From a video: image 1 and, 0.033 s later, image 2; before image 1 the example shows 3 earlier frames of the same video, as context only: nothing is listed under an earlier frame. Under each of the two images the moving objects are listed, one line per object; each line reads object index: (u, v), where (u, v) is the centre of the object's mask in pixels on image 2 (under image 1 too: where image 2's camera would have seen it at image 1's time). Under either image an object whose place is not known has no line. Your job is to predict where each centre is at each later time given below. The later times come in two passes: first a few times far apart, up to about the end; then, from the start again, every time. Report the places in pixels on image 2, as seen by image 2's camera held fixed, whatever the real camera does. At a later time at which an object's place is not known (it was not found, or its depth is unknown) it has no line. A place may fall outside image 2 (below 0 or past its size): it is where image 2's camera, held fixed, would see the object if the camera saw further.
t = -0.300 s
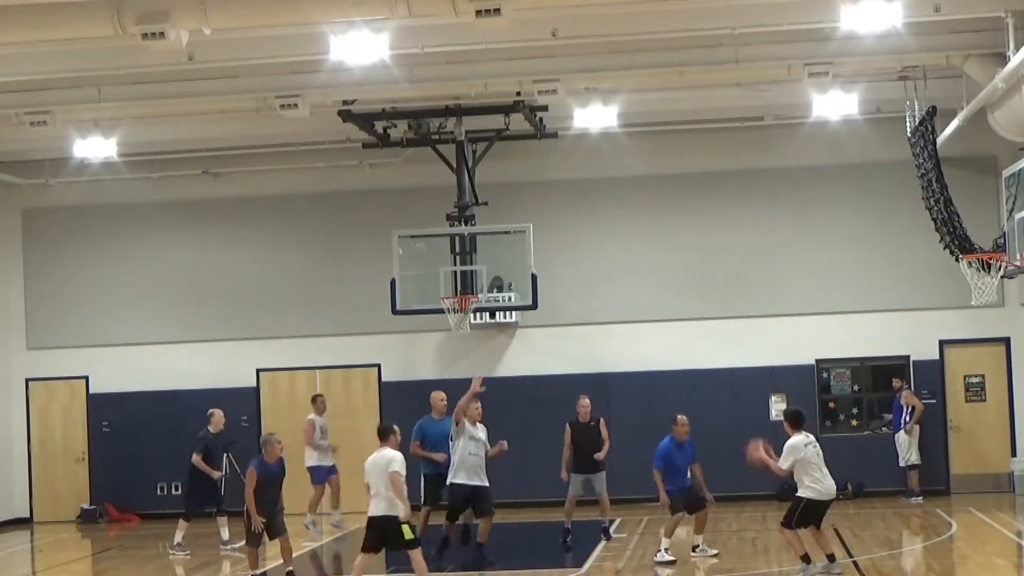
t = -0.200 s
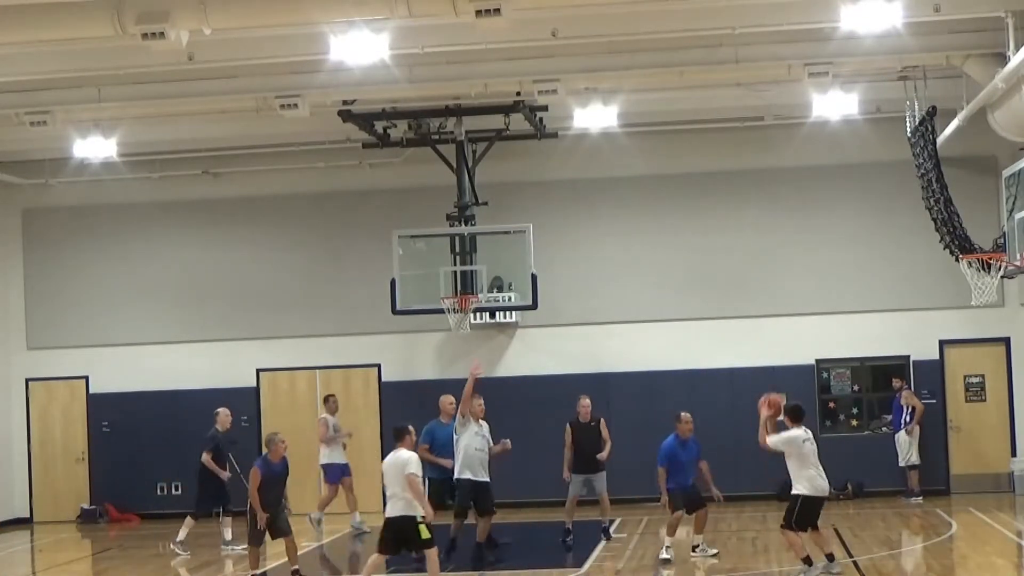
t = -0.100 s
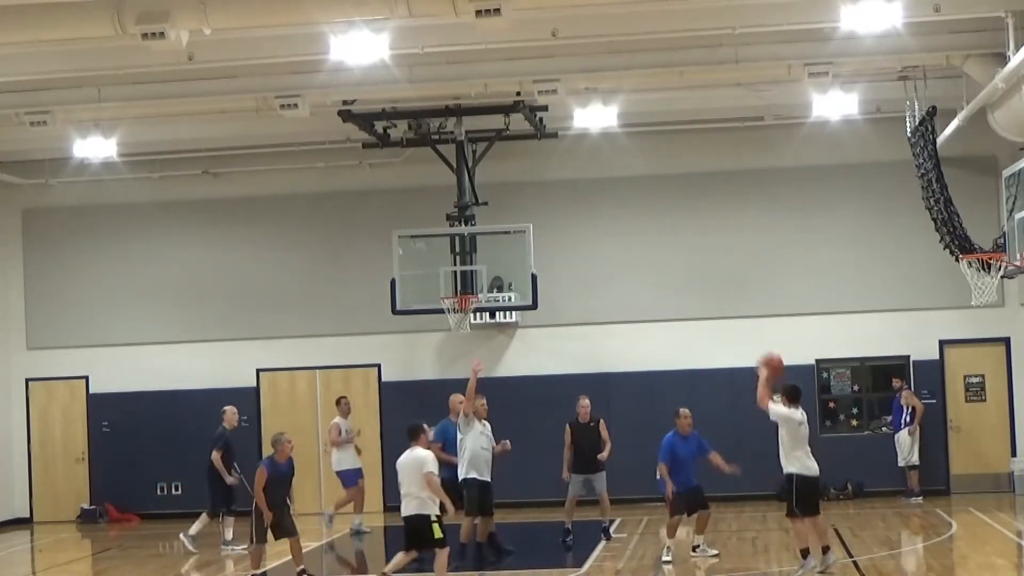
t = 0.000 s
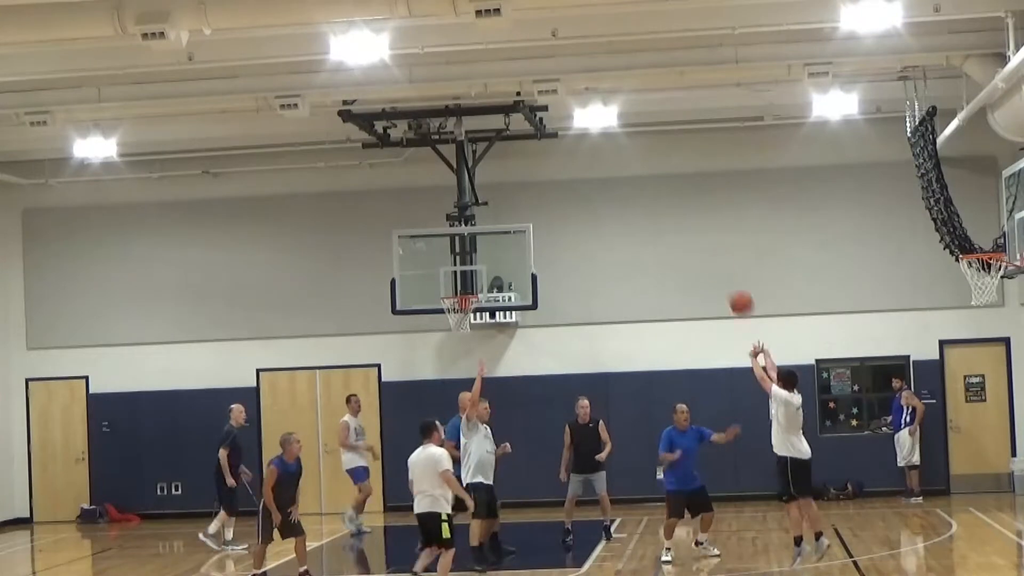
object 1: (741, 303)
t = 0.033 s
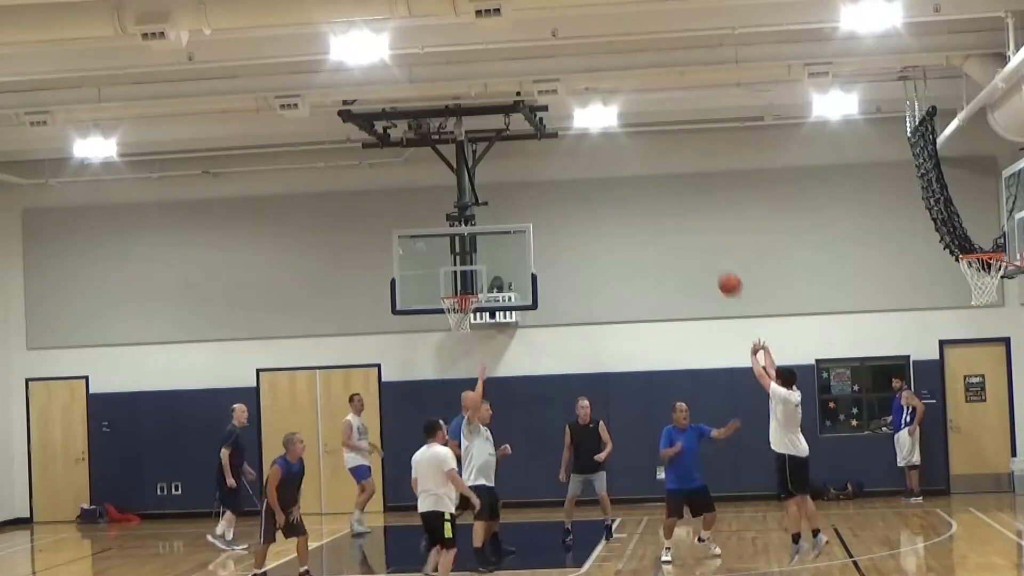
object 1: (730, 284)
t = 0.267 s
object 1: (658, 191)
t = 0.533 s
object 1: (588, 154)
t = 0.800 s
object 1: (530, 177)
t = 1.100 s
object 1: (475, 264)
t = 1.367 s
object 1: (453, 252)
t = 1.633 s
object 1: (437, 243)
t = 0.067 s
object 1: (719, 267)
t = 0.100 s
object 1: (708, 251)
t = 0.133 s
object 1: (698, 236)
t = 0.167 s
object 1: (687, 223)
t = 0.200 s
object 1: (678, 210)
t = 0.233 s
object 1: (668, 199)
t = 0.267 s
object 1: (658, 191)
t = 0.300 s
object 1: (648, 182)
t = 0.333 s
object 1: (639, 175)
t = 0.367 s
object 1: (630, 169)
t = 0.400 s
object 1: (621, 164)
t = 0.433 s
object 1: (613, 160)
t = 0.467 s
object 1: (604, 157)
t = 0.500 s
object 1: (596, 155)
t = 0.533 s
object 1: (588, 154)
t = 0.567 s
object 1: (580, 153)
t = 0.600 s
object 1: (572, 154)
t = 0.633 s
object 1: (565, 156)
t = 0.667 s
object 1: (558, 158)
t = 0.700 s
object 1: (550, 161)
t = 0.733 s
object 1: (544, 165)
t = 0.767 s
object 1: (536, 171)
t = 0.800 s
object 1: (530, 177)
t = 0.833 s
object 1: (523, 183)
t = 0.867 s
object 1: (516, 191)
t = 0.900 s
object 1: (510, 199)
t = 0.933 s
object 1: (504, 208)
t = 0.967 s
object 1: (497, 217)
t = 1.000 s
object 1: (492, 228)
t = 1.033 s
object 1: (486, 240)
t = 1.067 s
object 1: (481, 249)
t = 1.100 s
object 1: (475, 264)
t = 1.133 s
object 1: (469, 276)
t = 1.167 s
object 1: (465, 288)
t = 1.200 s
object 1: (463, 282)
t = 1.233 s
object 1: (460, 274)
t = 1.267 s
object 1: (458, 267)
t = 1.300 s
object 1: (457, 262)
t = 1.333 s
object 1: (454, 256)
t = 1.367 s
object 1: (453, 252)
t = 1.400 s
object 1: (450, 249)
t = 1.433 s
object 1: (449, 246)
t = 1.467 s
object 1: (447, 244)
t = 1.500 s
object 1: (445, 242)
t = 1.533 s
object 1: (443, 241)
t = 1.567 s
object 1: (441, 241)
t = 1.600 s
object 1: (439, 241)
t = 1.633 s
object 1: (437, 243)
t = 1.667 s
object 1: (435, 246)
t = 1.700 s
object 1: (434, 248)
